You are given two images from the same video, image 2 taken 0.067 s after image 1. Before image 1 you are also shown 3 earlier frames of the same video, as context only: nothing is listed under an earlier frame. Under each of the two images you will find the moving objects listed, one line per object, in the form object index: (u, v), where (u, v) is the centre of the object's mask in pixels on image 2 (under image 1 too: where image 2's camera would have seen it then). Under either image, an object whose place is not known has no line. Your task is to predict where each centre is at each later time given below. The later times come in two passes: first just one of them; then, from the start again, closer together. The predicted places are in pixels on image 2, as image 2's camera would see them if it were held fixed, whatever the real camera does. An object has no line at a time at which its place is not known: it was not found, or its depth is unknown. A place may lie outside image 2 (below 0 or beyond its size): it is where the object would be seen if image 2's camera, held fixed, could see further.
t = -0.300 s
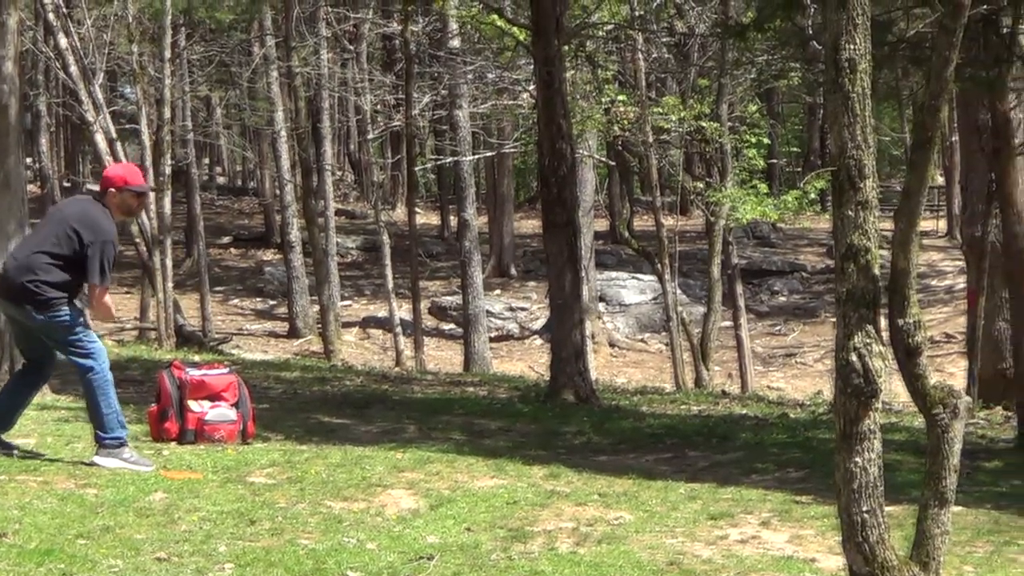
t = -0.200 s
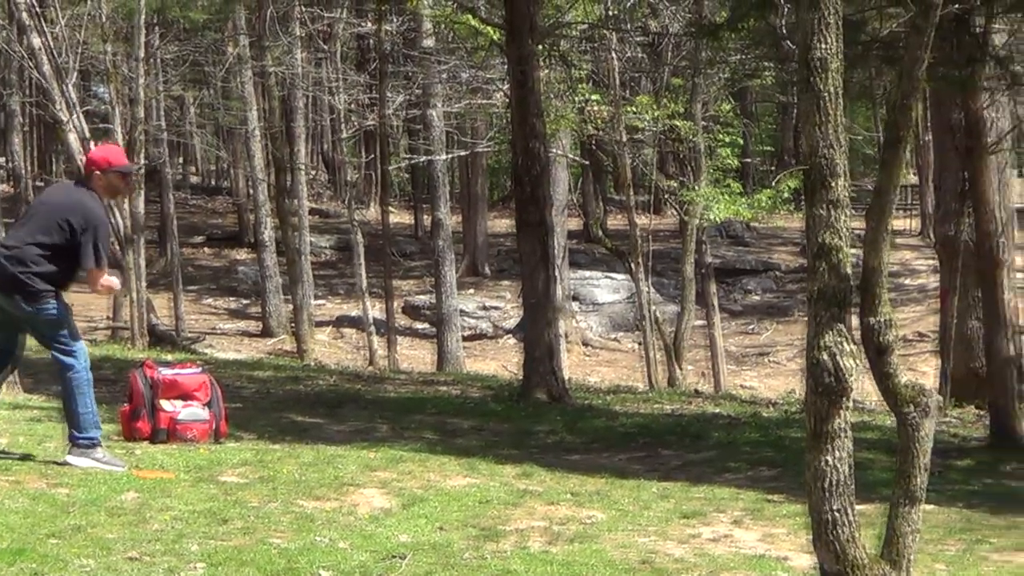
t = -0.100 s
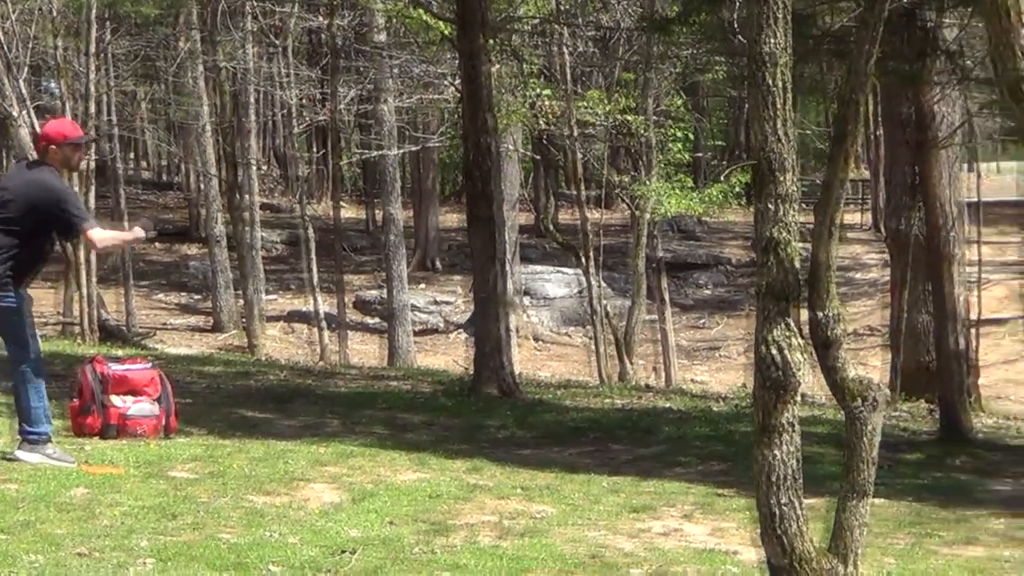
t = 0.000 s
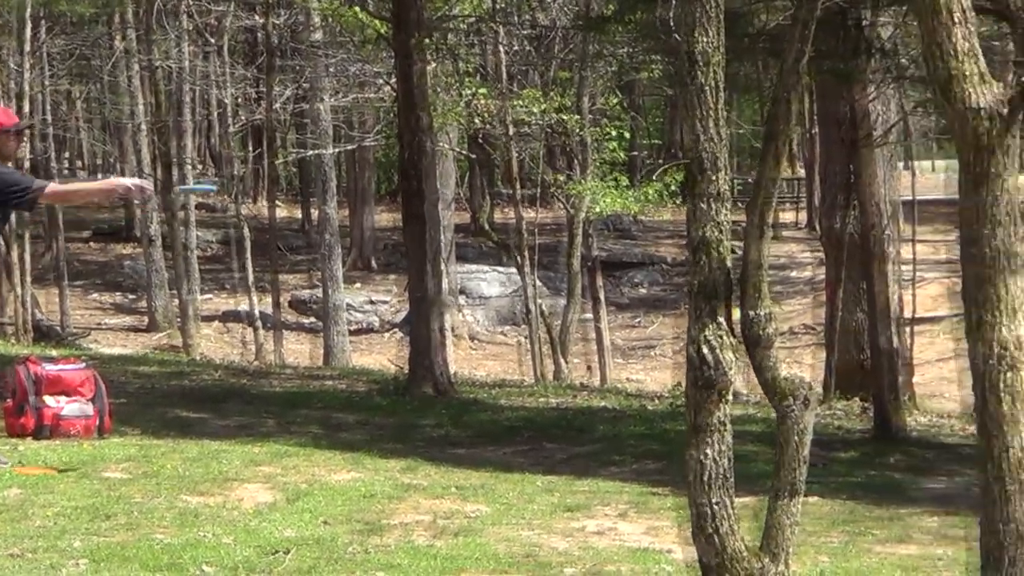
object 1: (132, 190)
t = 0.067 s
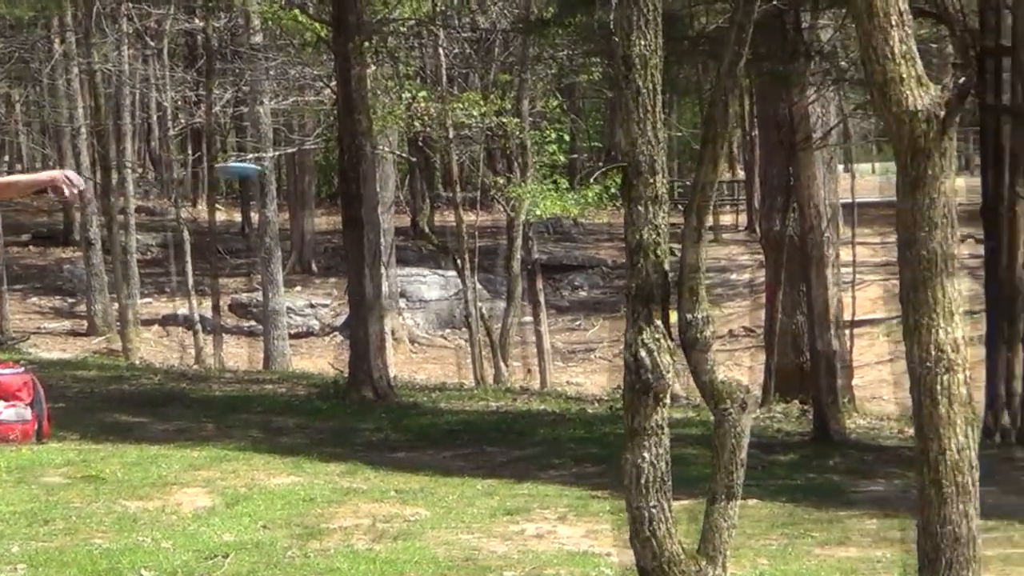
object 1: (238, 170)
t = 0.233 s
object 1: (519, 157)
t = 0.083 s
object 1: (266, 165)
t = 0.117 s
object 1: (322, 160)
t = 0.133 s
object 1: (349, 158)
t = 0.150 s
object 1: (376, 156)
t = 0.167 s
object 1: (405, 155)
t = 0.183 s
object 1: (434, 154)
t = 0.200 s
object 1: (462, 154)
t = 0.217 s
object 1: (490, 155)
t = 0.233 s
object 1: (519, 157)
